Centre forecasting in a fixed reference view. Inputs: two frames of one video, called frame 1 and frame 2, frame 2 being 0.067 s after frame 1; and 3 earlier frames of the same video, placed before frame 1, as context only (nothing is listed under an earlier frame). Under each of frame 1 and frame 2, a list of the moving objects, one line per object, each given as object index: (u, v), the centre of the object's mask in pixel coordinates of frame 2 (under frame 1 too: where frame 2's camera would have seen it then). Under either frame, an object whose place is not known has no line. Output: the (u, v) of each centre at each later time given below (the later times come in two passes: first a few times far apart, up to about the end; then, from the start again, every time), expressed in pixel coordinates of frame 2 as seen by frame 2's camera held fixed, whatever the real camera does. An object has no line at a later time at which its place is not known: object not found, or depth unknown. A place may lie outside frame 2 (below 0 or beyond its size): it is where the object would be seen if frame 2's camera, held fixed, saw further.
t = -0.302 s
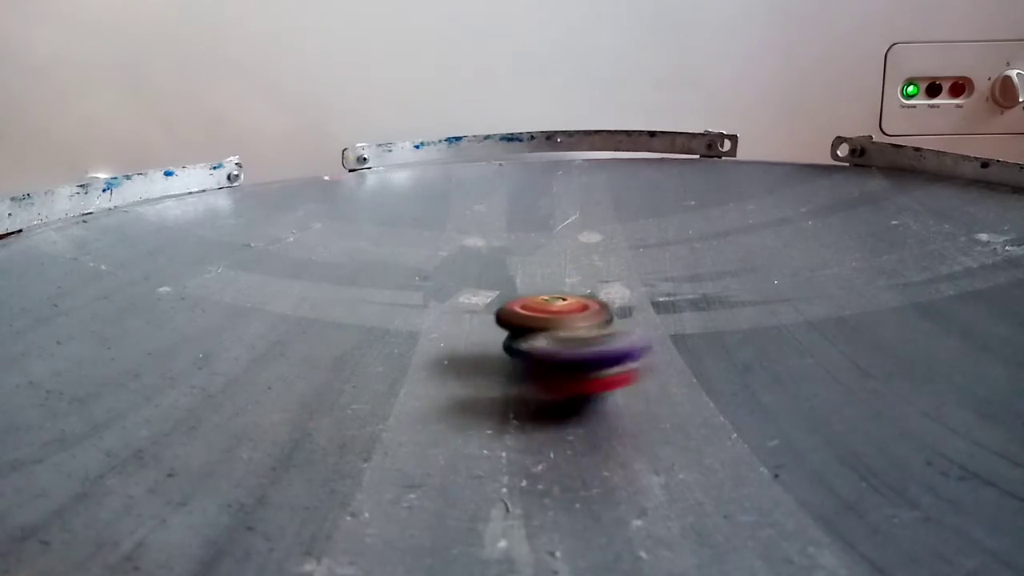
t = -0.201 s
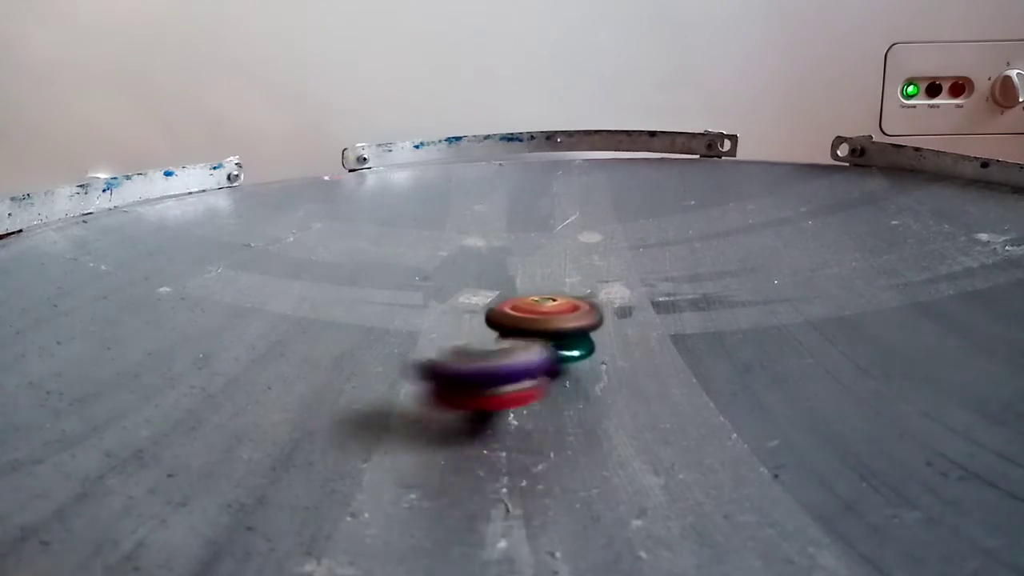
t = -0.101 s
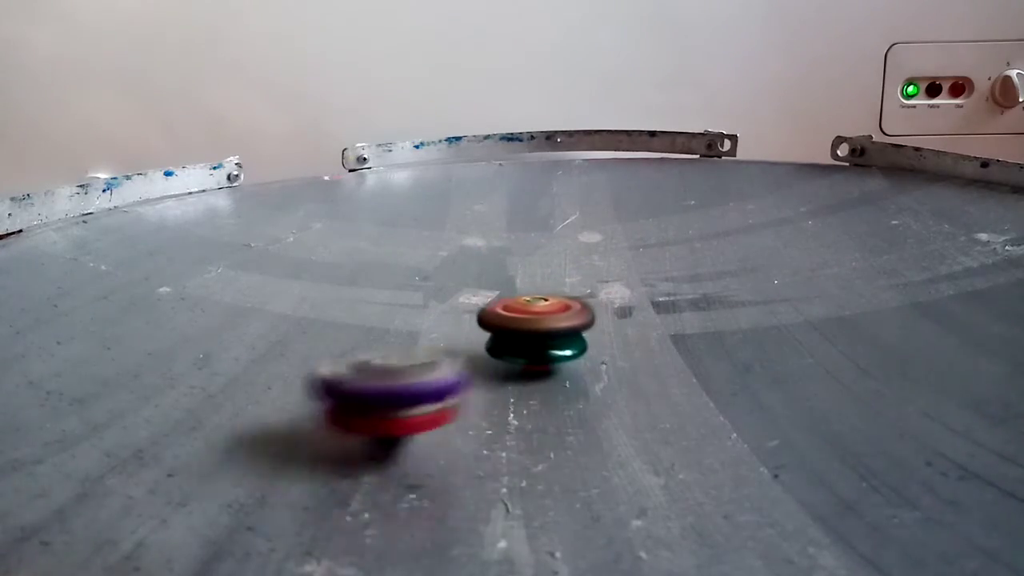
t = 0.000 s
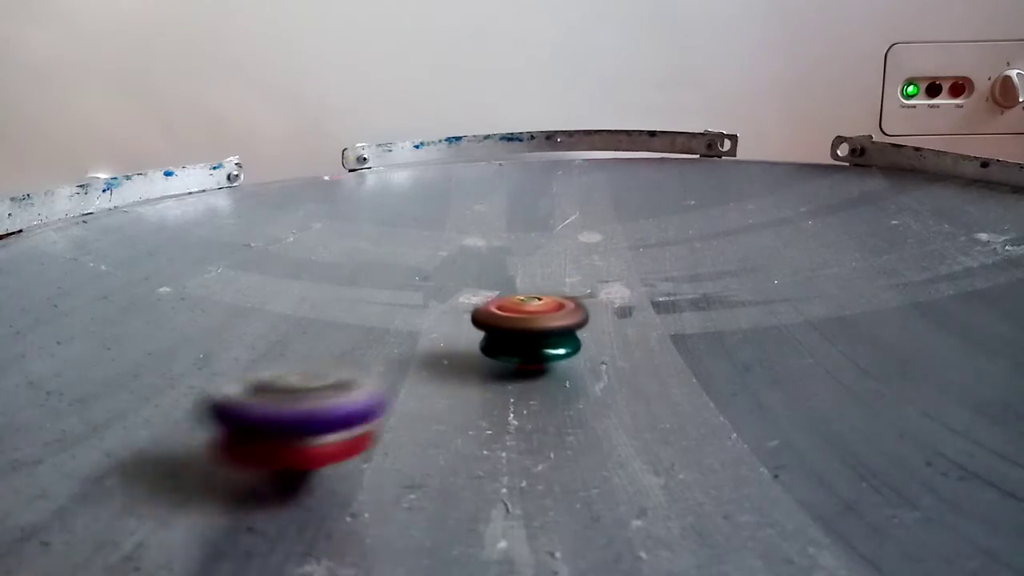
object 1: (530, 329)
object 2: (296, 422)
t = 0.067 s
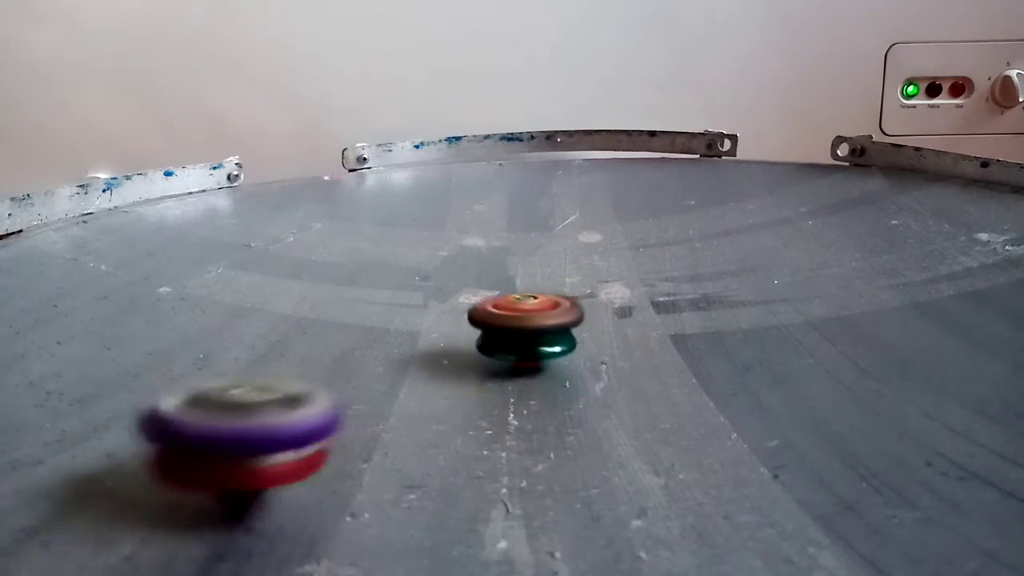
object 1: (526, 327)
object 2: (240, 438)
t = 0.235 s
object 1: (520, 320)
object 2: (230, 486)
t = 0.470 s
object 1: (528, 311)
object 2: (418, 464)
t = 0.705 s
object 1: (541, 300)
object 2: (526, 380)
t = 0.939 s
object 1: (571, 281)
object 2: (502, 320)
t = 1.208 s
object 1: (630, 241)
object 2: (373, 320)
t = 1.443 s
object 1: (643, 228)
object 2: (360, 320)
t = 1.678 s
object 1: (629, 226)
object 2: (423, 315)
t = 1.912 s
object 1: (594, 234)
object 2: (495, 296)
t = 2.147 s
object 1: (558, 238)
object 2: (534, 272)
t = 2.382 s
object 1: (531, 240)
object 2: (525, 277)
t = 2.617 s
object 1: (497, 256)
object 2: (532, 289)
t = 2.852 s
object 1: (495, 275)
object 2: (565, 299)
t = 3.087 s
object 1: (504, 292)
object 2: (598, 304)
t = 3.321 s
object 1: (488, 306)
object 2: (645, 307)
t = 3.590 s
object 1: (444, 312)
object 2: (714, 302)
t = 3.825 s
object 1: (444, 316)
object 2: (683, 298)
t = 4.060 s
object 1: (477, 318)
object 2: (600, 306)
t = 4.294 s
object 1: (465, 327)
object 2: (592, 296)
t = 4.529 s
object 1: (459, 330)
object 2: (566, 284)
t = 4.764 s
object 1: (474, 330)
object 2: (529, 281)
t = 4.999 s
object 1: (503, 325)
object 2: (503, 281)
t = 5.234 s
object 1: (546, 324)
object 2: (499, 281)
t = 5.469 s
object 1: (588, 317)
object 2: (512, 282)
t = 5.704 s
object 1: (613, 309)
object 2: (529, 279)
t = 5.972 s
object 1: (616, 301)
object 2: (544, 279)
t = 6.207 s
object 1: (649, 308)
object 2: (501, 271)
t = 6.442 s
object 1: (661, 314)
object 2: (479, 273)
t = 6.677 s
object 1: (632, 319)
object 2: (490, 281)
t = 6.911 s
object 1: (588, 319)
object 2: (524, 286)
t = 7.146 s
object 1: (539, 318)
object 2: (583, 280)
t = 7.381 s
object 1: (494, 316)
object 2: (584, 287)
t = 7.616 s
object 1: (464, 308)
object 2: (577, 290)
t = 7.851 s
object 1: (446, 303)
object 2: (571, 296)
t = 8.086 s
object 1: (416, 302)
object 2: (608, 288)
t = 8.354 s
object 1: (429, 302)
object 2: (601, 281)
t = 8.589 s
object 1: (472, 304)
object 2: (563, 287)
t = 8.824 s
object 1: (487, 315)
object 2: (549, 277)
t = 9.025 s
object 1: (521, 319)
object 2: (531, 272)
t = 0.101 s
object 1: (524, 326)
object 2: (224, 446)
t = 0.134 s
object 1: (522, 324)
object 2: (214, 457)
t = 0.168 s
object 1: (521, 323)
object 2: (208, 467)
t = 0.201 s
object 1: (520, 321)
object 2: (212, 478)
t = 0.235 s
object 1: (520, 320)
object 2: (230, 486)
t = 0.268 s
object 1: (521, 319)
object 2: (253, 492)
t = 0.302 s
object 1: (521, 317)
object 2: (281, 494)
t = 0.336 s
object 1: (522, 316)
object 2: (313, 492)
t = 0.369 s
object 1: (522, 315)
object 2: (341, 487)
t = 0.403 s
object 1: (524, 314)
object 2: (364, 483)
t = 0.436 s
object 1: (526, 312)
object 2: (391, 475)
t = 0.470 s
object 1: (528, 311)
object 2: (418, 464)
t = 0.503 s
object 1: (531, 309)
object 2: (444, 455)
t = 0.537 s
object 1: (533, 307)
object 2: (466, 442)
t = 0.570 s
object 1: (534, 306)
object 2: (483, 429)
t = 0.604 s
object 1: (536, 304)
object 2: (498, 417)
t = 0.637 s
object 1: (537, 303)
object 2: (511, 404)
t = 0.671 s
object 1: (540, 302)
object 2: (520, 391)
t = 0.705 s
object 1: (541, 300)
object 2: (526, 380)
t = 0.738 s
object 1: (543, 298)
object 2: (532, 368)
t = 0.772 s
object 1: (546, 294)
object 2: (531, 357)
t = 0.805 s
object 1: (549, 291)
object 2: (530, 346)
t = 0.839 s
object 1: (553, 287)
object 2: (528, 336)
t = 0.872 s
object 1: (557, 285)
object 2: (525, 327)
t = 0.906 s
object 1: (562, 283)
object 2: (522, 319)
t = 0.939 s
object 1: (571, 281)
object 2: (502, 320)
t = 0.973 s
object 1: (583, 273)
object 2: (480, 319)
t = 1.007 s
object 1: (595, 264)
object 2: (460, 319)
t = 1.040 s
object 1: (604, 258)
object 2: (440, 319)
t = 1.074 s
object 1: (610, 253)
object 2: (425, 320)
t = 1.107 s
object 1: (616, 249)
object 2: (409, 320)
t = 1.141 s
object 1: (621, 245)
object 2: (396, 320)
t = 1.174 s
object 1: (626, 244)
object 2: (383, 320)
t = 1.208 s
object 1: (630, 241)
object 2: (373, 320)
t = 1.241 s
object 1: (634, 239)
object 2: (365, 320)
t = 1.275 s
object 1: (637, 237)
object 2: (360, 321)
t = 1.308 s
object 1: (640, 234)
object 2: (357, 320)
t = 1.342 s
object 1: (641, 232)
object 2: (356, 320)
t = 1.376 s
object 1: (643, 231)
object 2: (357, 321)
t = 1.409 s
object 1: (643, 229)
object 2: (358, 320)
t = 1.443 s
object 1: (643, 228)
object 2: (360, 320)
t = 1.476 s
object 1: (643, 227)
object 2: (364, 319)
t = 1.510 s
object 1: (641, 226)
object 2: (371, 318)
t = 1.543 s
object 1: (640, 225)
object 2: (379, 319)
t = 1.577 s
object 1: (640, 225)
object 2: (389, 317)
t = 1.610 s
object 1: (638, 225)
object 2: (400, 317)
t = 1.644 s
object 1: (633, 225)
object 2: (411, 316)
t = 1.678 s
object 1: (629, 226)
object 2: (423, 315)
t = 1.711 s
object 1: (625, 226)
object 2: (435, 313)
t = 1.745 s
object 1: (620, 227)
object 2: (444, 311)
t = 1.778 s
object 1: (615, 228)
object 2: (454, 308)
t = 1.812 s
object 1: (611, 229)
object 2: (465, 306)
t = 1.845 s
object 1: (605, 231)
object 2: (475, 303)
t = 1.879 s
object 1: (599, 233)
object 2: (485, 300)
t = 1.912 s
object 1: (594, 234)
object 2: (495, 296)
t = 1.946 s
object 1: (588, 236)
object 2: (505, 292)
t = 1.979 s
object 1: (581, 240)
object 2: (513, 288)
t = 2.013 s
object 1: (575, 241)
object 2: (521, 285)
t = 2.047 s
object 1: (571, 241)
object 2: (527, 282)
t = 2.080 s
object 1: (566, 239)
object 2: (533, 277)
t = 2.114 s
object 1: (561, 239)
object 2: (535, 272)
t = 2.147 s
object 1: (558, 238)
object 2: (534, 272)
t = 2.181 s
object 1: (556, 237)
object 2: (533, 273)
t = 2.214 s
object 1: (552, 237)
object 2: (532, 274)
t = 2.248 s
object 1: (548, 237)
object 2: (530, 274)
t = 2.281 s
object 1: (544, 238)
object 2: (528, 275)
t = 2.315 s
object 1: (540, 239)
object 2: (526, 275)
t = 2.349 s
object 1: (536, 239)
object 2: (525, 276)
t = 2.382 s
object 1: (531, 240)
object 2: (525, 277)
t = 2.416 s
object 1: (527, 242)
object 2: (524, 278)
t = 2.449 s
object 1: (523, 243)
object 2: (523, 280)
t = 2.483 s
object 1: (518, 245)
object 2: (523, 281)
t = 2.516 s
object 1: (511, 247)
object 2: (523, 283)
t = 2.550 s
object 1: (506, 250)
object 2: (525, 285)
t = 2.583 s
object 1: (501, 253)
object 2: (528, 287)
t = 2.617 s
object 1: (497, 256)
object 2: (532, 289)
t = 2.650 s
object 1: (493, 259)
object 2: (534, 292)
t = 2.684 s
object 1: (491, 264)
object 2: (541, 293)
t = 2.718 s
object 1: (491, 267)
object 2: (547, 295)
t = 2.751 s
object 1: (492, 269)
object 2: (553, 297)
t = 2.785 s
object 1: (493, 271)
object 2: (557, 298)
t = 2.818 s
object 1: (494, 273)
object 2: (562, 298)
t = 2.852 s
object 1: (495, 275)
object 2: (565, 299)
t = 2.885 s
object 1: (496, 277)
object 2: (568, 299)
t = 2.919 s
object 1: (497, 279)
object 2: (571, 300)
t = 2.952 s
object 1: (498, 283)
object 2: (575, 302)
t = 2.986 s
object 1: (500, 285)
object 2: (578, 302)
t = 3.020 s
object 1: (502, 288)
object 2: (585, 303)
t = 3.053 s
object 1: (503, 290)
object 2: (592, 304)
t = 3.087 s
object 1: (504, 292)
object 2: (598, 304)
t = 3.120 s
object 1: (505, 294)
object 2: (603, 305)
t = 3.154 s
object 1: (507, 297)
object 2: (607, 306)
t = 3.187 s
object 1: (508, 299)
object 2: (611, 307)
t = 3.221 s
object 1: (510, 301)
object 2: (614, 308)
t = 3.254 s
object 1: (512, 303)
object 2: (615, 308)
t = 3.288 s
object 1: (501, 304)
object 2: (629, 308)
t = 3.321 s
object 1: (488, 306)
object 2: (645, 307)
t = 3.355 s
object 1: (479, 307)
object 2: (659, 307)
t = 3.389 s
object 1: (473, 308)
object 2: (673, 306)
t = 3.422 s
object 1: (467, 309)
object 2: (683, 306)
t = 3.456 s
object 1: (461, 310)
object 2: (692, 305)
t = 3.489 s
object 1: (456, 311)
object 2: (701, 304)
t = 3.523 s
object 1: (451, 311)
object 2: (706, 304)
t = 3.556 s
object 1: (448, 312)
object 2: (712, 303)
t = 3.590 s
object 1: (444, 312)
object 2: (714, 302)
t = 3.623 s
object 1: (441, 313)
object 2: (714, 300)
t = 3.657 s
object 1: (438, 313)
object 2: (712, 299)
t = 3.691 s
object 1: (437, 314)
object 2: (707, 298)
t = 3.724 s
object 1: (438, 314)
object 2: (702, 298)
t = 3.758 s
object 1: (439, 314)
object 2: (697, 297)
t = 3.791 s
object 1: (441, 315)
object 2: (691, 297)
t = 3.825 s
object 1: (444, 316)
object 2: (683, 298)
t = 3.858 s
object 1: (448, 316)
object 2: (673, 298)
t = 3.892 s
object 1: (453, 317)
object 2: (662, 299)
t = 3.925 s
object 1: (457, 317)
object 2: (651, 299)
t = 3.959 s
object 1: (462, 317)
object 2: (638, 301)
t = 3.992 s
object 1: (467, 318)
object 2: (626, 302)
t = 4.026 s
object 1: (473, 318)
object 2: (612, 304)
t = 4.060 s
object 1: (477, 318)
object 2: (600, 306)
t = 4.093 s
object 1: (483, 319)
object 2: (588, 307)
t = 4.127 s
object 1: (482, 320)
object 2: (584, 307)
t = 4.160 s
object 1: (482, 321)
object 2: (582, 306)
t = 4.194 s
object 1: (475, 322)
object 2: (587, 304)
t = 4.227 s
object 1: (470, 324)
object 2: (591, 301)
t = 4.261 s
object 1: (466, 326)
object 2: (592, 299)
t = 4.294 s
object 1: (465, 327)
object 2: (592, 296)
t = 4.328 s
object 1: (463, 327)
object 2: (592, 293)
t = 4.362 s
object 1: (462, 328)
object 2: (590, 292)
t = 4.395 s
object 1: (460, 328)
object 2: (586, 290)
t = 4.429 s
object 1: (458, 329)
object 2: (583, 288)
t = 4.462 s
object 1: (457, 329)
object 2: (578, 286)
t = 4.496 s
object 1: (458, 330)
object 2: (572, 285)
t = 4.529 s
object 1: (459, 330)
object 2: (566, 284)
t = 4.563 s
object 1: (460, 331)
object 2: (560, 283)
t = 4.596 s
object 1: (462, 331)
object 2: (553, 282)
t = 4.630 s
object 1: (465, 331)
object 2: (547, 282)
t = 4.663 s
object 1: (467, 331)
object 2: (543, 281)
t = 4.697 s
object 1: (470, 330)
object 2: (537, 282)
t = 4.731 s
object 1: (472, 330)
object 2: (532, 281)
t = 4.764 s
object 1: (474, 330)
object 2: (529, 281)
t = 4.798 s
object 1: (478, 329)
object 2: (525, 280)
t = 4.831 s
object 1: (481, 328)
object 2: (522, 281)
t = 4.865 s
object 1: (484, 328)
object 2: (518, 281)
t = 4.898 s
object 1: (489, 327)
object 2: (513, 280)
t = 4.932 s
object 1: (493, 326)
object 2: (508, 280)
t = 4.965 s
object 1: (498, 325)
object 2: (504, 281)
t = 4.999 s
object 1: (503, 325)
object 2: (503, 281)
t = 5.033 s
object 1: (508, 325)
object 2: (502, 281)
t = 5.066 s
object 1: (514, 325)
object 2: (501, 281)
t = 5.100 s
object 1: (520, 326)
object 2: (500, 281)
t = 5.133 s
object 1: (526, 325)
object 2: (499, 281)
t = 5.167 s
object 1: (533, 325)
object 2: (499, 281)
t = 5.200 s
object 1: (539, 325)
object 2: (498, 281)
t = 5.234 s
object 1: (546, 324)
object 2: (499, 281)
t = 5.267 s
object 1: (553, 323)
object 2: (500, 283)
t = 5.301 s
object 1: (560, 322)
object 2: (501, 283)
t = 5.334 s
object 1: (566, 321)
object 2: (502, 282)
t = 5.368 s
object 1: (572, 319)
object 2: (503, 282)
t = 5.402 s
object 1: (577, 319)
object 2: (506, 282)
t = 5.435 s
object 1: (582, 318)
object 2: (509, 282)
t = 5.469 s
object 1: (588, 317)
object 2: (512, 282)
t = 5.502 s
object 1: (593, 316)
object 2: (515, 281)
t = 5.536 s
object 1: (597, 315)
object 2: (519, 280)
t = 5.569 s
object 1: (601, 314)
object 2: (522, 280)
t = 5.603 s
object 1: (605, 313)
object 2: (524, 280)
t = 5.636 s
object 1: (608, 311)
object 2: (526, 280)
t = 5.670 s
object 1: (611, 310)
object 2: (528, 279)
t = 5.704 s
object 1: (613, 309)
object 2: (529, 279)
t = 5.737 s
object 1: (615, 308)
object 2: (532, 278)
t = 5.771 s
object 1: (617, 307)
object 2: (535, 278)
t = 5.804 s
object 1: (619, 306)
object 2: (538, 278)
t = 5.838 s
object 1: (620, 304)
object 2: (540, 278)
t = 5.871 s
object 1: (620, 304)
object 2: (541, 277)
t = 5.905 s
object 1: (619, 303)
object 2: (543, 277)
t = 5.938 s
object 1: (618, 302)
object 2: (543, 278)
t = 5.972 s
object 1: (616, 301)
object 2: (544, 279)
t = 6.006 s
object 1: (618, 301)
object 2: (542, 278)
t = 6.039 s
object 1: (627, 303)
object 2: (536, 278)
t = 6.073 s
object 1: (633, 304)
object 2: (529, 275)
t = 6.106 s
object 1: (638, 305)
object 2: (521, 274)
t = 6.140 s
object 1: (642, 306)
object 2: (514, 273)
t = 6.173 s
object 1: (646, 307)
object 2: (508, 272)
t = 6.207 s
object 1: (649, 308)
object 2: (501, 271)
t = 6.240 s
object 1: (653, 308)
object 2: (494, 270)
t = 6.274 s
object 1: (656, 309)
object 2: (489, 271)
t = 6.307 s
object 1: (659, 310)
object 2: (483, 271)
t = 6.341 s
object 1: (661, 311)
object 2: (481, 271)
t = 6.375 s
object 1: (662, 312)
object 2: (480, 272)
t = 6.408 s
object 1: (662, 313)
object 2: (479, 272)
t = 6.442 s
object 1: (661, 314)
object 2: (479, 273)
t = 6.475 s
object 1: (658, 315)
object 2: (481, 273)
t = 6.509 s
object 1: (655, 316)
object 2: (483, 274)
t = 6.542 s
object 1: (652, 317)
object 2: (483, 275)
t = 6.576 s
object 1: (648, 318)
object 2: (484, 276)
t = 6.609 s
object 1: (643, 318)
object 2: (484, 277)
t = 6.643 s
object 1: (638, 319)
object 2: (487, 279)
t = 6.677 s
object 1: (632, 319)
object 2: (490, 281)
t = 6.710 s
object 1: (626, 320)
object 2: (494, 282)
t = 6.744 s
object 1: (620, 320)
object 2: (498, 283)
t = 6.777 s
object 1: (614, 321)
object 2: (504, 284)
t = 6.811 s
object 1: (607, 321)
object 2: (511, 285)
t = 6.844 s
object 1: (601, 320)
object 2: (515, 287)
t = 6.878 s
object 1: (594, 320)
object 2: (521, 286)
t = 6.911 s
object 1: (588, 319)
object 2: (524, 286)
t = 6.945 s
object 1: (581, 320)
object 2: (528, 283)
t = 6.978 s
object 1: (574, 320)
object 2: (537, 280)
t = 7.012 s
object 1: (566, 319)
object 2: (546, 277)
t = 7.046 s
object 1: (558, 319)
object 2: (558, 277)
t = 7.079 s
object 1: (551, 318)
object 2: (570, 276)
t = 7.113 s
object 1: (545, 319)
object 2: (576, 278)
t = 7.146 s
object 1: (539, 318)
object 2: (583, 280)
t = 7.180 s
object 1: (533, 319)
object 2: (585, 282)
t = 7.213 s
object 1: (526, 319)
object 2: (587, 284)
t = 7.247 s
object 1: (520, 318)
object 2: (586, 284)
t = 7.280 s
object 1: (513, 318)
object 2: (585, 285)
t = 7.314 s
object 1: (507, 318)
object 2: (586, 286)
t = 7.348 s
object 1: (501, 316)
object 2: (585, 287)
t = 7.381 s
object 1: (494, 316)
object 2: (584, 287)
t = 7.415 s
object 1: (489, 315)
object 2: (583, 287)
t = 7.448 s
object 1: (483, 314)
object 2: (581, 288)
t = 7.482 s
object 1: (478, 313)
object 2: (581, 287)
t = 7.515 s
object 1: (474, 312)
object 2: (579, 288)
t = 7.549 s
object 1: (470, 311)
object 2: (579, 288)
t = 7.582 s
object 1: (467, 309)
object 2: (578, 289)
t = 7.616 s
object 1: (464, 308)
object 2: (577, 290)
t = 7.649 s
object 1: (463, 307)
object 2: (575, 291)
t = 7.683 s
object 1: (462, 306)
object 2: (572, 292)
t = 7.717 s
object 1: (461, 306)
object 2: (569, 293)
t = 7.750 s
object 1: (461, 305)
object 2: (565, 294)
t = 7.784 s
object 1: (460, 304)
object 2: (561, 296)
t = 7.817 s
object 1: (457, 303)
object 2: (561, 297)
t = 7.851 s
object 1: (446, 303)
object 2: (571, 296)
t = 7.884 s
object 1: (440, 303)
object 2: (579, 294)
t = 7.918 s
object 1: (435, 302)
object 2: (586, 294)
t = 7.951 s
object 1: (431, 302)
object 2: (592, 292)
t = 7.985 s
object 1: (426, 302)
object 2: (596, 292)
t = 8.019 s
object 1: (422, 302)
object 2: (602, 291)
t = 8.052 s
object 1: (419, 302)
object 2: (606, 290)
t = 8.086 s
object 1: (416, 302)
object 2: (608, 288)
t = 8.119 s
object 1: (415, 302)
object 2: (612, 288)
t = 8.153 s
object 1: (415, 302)
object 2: (616, 286)
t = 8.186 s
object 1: (417, 302)
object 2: (619, 285)
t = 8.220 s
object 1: (419, 302)
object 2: (619, 283)
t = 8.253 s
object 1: (420, 302)
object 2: (617, 282)
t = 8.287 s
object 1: (422, 302)
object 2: (613, 281)
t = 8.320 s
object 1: (425, 302)
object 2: (606, 281)
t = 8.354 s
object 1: (429, 302)
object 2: (601, 281)
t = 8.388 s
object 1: (434, 303)
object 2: (596, 281)
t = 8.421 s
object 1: (440, 303)
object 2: (591, 282)
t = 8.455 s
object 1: (446, 304)
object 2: (585, 283)
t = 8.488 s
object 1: (452, 304)
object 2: (579, 284)
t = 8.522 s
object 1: (458, 304)
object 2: (572, 285)
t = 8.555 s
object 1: (465, 304)
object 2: (567, 285)
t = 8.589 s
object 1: (472, 304)
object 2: (563, 287)
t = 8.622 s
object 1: (474, 305)
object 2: (560, 287)
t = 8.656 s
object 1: (473, 308)
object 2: (561, 285)
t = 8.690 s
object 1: (474, 310)
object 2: (560, 284)
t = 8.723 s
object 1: (476, 311)
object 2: (557, 282)
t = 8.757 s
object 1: (478, 312)
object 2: (554, 281)
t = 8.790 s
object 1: (482, 313)
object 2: (553, 278)
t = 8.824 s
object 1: (487, 315)
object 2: (549, 277)
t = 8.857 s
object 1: (492, 316)
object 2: (546, 275)
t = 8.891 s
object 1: (497, 317)
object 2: (543, 274)
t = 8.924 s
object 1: (502, 317)
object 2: (541, 274)
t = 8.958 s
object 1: (507, 318)
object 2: (538, 272)
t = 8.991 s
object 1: (515, 319)
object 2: (535, 272)
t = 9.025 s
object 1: (521, 319)
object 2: (531, 272)
